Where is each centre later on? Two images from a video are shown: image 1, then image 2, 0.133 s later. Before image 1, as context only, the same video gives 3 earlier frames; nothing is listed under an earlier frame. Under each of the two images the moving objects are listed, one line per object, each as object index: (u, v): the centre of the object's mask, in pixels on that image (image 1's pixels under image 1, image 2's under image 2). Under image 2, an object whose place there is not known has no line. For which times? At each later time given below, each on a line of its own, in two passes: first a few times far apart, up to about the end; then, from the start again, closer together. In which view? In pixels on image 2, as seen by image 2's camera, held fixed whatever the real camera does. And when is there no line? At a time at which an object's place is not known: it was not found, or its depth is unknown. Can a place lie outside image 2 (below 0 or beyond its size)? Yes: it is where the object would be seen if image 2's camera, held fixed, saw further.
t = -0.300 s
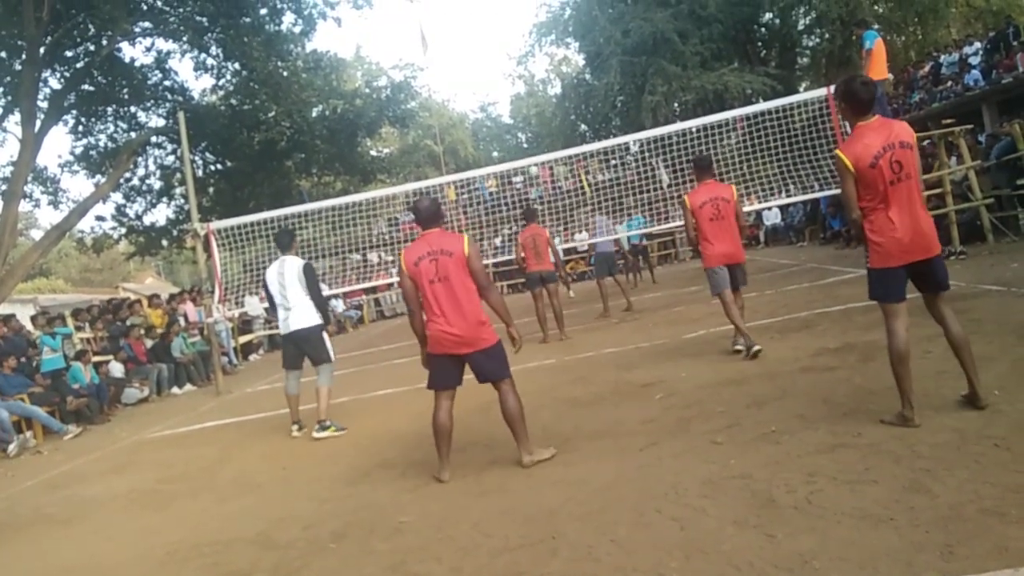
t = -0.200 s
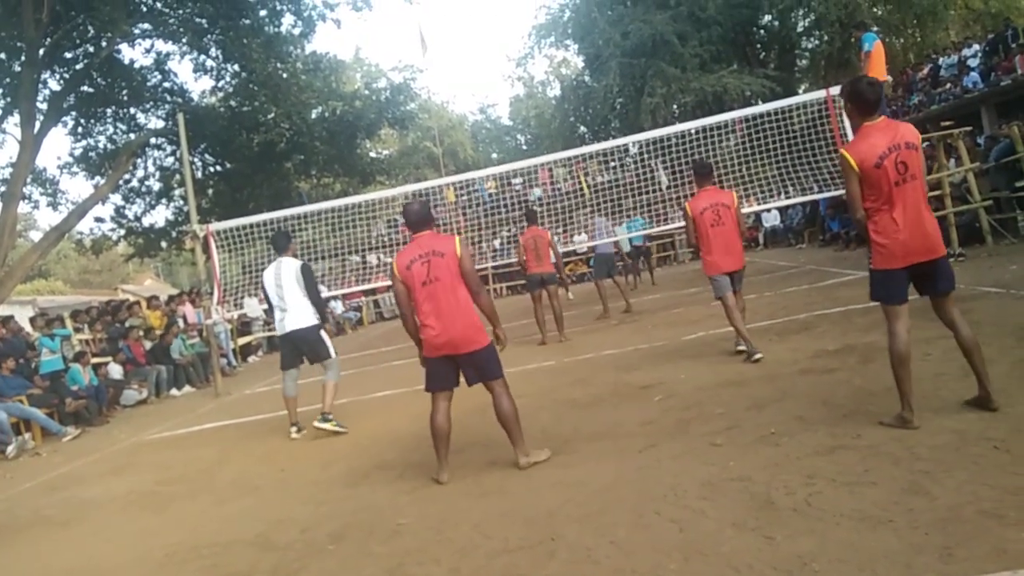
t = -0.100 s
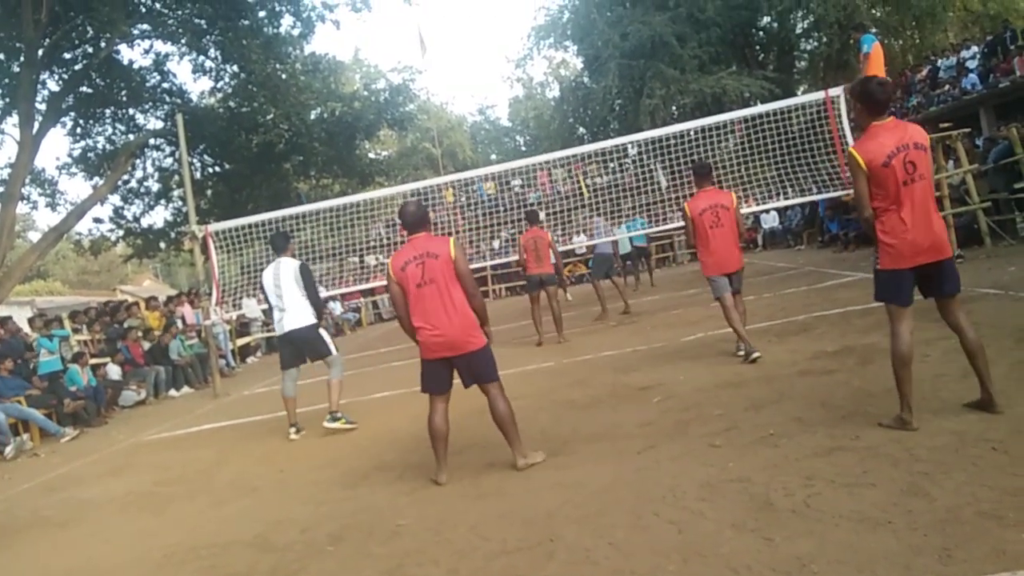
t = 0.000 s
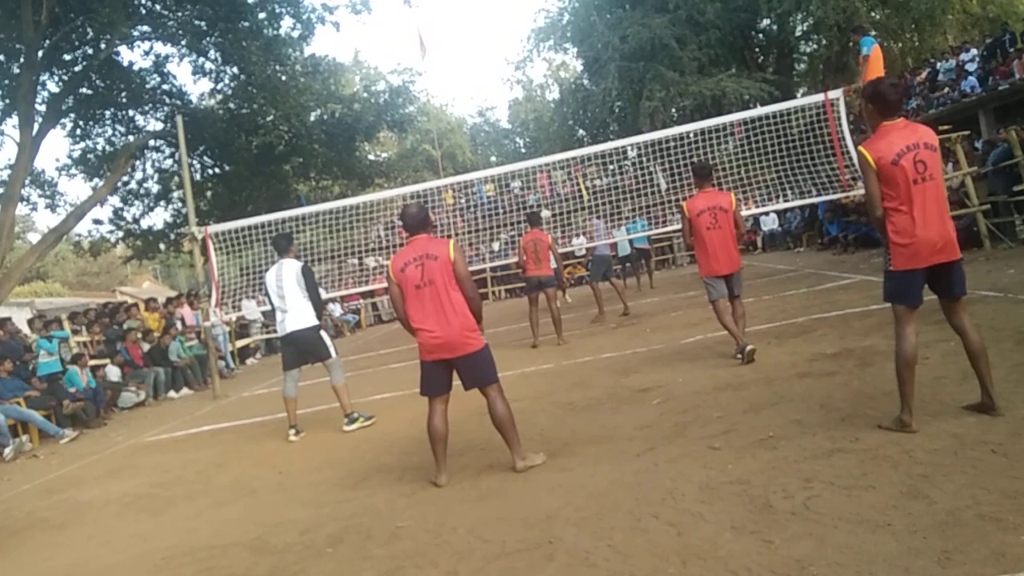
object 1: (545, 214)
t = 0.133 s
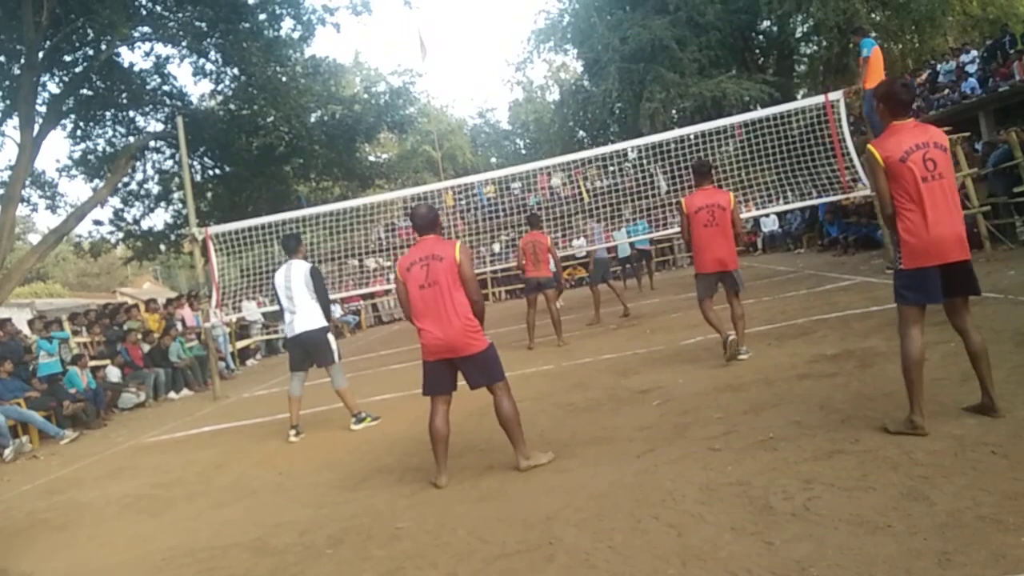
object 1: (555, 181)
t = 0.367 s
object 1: (586, 131)
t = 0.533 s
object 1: (627, 107)
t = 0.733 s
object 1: (702, 99)
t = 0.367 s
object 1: (586, 131)
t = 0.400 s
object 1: (593, 125)
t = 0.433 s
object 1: (601, 120)
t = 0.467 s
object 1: (609, 115)
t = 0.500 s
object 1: (617, 111)
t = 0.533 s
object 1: (627, 107)
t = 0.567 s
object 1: (637, 104)
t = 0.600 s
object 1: (648, 101)
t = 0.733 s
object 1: (702, 99)
